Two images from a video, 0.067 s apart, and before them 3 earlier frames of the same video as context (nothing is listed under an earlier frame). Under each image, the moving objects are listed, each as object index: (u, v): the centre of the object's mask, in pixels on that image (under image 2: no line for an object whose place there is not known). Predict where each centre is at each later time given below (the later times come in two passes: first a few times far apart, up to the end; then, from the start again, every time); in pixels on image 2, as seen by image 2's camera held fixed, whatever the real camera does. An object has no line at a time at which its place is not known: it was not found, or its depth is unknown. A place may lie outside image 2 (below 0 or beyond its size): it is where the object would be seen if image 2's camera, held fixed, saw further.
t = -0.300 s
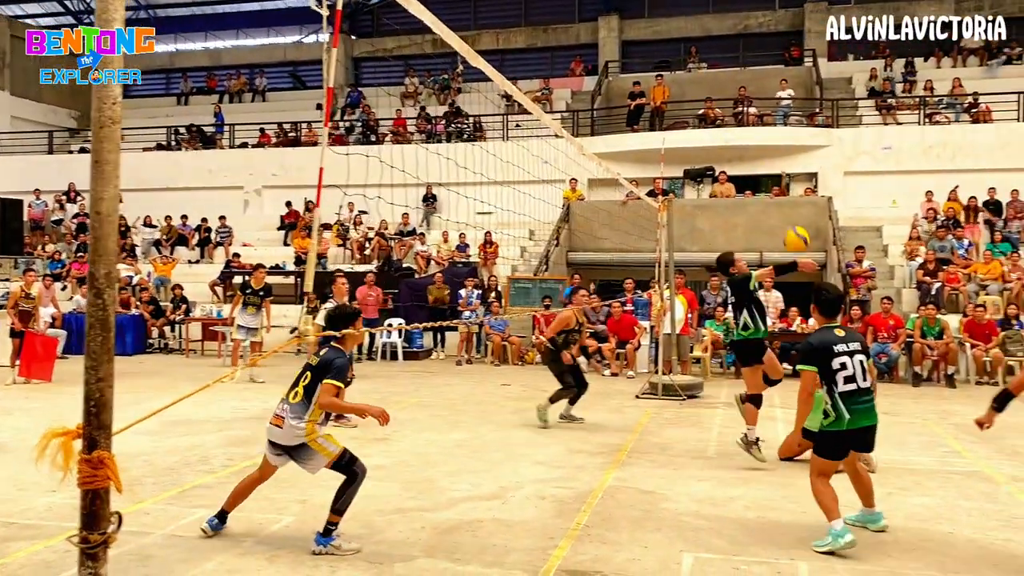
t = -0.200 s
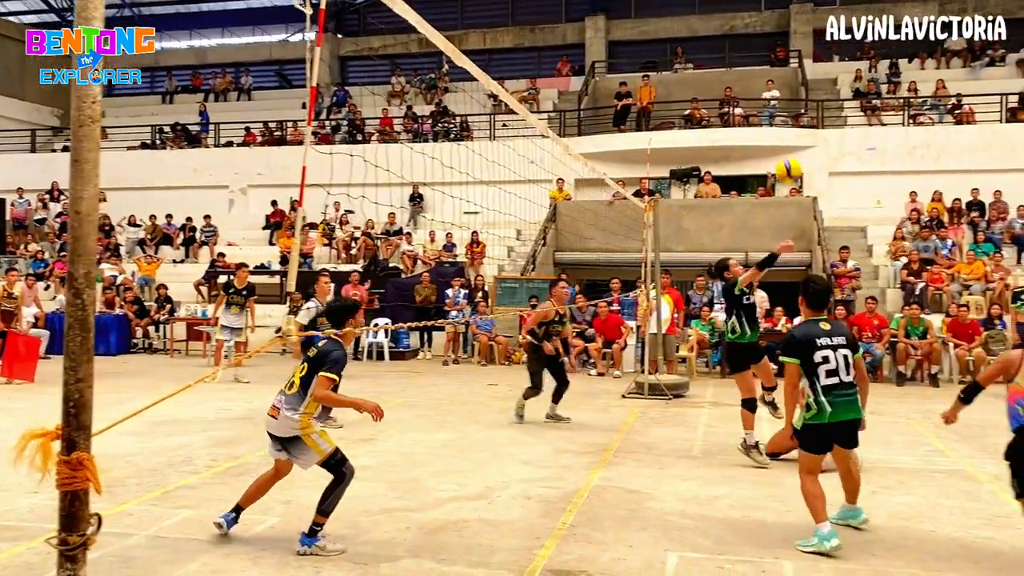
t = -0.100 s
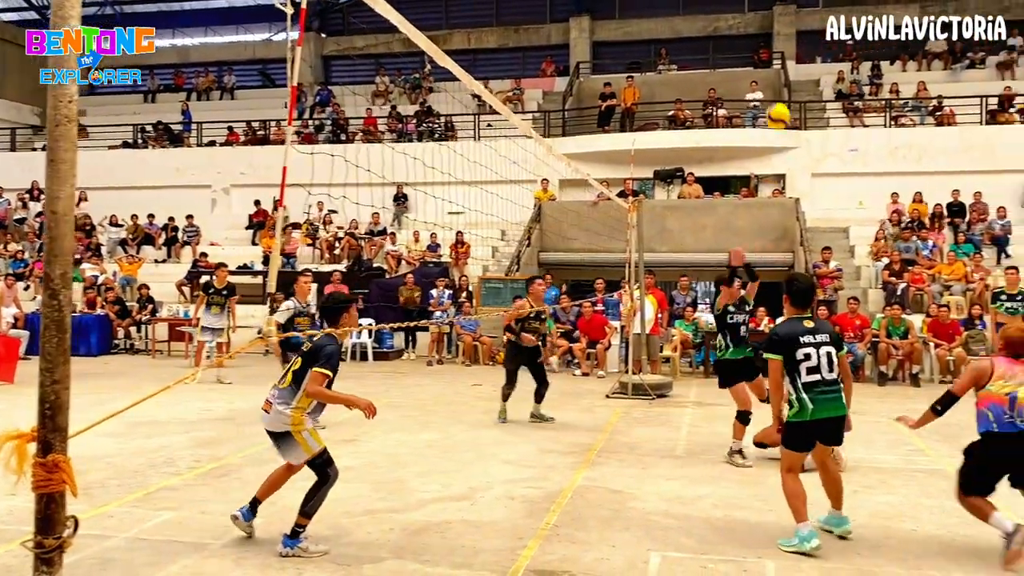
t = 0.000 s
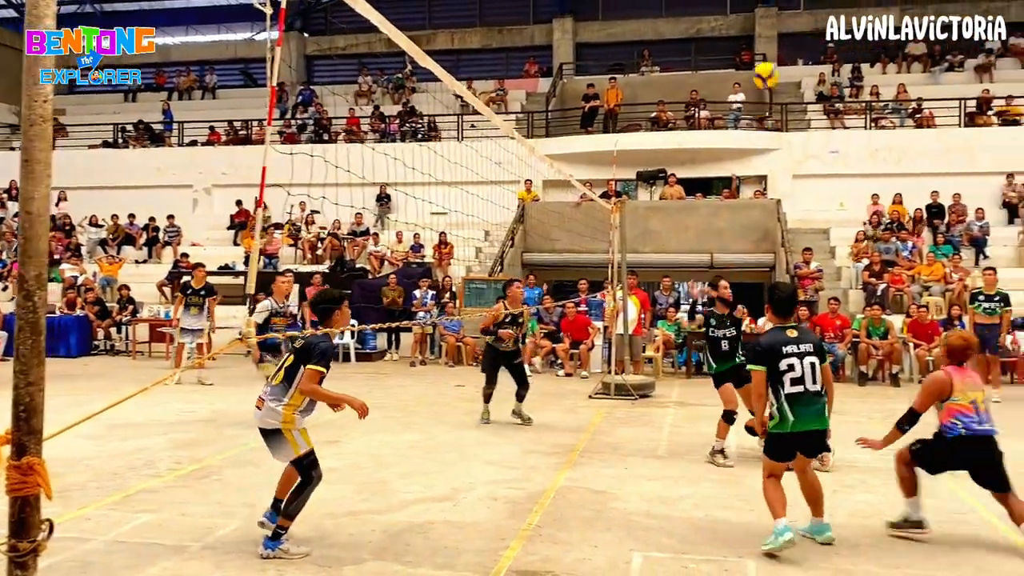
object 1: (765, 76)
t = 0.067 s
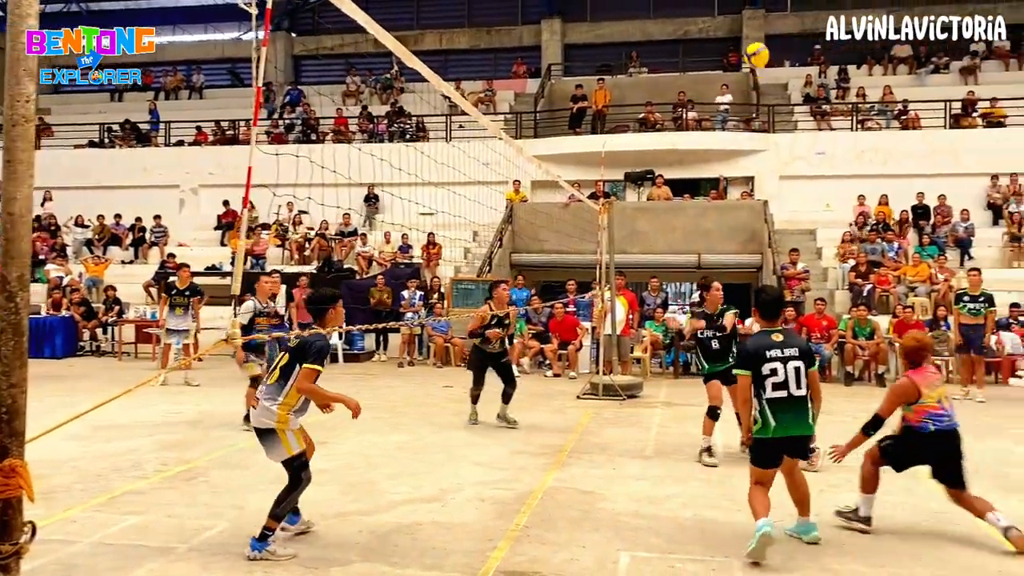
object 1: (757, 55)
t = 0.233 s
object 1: (765, 25)
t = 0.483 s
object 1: (776, 36)
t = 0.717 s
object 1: (787, 104)
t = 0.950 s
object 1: (794, 223)
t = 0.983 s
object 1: (798, 242)
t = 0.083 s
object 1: (758, 51)
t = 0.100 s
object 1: (758, 47)
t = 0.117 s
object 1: (759, 43)
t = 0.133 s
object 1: (760, 39)
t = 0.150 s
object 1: (761, 36)
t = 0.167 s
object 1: (761, 33)
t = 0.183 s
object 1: (762, 30)
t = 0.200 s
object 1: (763, 28)
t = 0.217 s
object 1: (764, 26)
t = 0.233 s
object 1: (765, 25)
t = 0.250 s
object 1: (766, 23)
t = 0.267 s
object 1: (766, 22)
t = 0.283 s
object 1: (767, 21)
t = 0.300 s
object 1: (768, 21)
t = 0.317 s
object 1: (769, 21)
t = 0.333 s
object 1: (770, 21)
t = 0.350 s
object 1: (771, 21)
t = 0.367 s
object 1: (772, 22)
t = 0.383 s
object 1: (772, 24)
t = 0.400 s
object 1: (773, 24)
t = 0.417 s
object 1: (773, 26)
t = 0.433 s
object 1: (774, 28)
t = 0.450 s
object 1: (775, 30)
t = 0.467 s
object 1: (775, 33)
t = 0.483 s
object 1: (776, 36)
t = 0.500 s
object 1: (777, 39)
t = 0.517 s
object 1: (778, 42)
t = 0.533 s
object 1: (778, 46)
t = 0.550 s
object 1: (778, 50)
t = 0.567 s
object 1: (779, 55)
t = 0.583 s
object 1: (780, 59)
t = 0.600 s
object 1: (781, 63)
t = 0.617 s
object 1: (781, 67)
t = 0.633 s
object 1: (782, 73)
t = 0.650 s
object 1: (782, 79)
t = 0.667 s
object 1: (784, 85)
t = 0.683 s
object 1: (785, 92)
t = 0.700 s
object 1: (786, 97)
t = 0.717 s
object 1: (787, 104)
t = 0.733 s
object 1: (787, 111)
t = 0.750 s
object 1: (788, 118)
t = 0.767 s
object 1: (788, 125)
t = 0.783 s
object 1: (789, 132)
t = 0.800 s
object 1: (788, 141)
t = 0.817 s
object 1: (789, 151)
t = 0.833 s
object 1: (790, 158)
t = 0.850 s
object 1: (790, 167)
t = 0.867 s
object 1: (791, 175)
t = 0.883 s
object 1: (791, 184)
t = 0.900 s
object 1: (792, 193)
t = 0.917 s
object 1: (793, 202)
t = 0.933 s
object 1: (794, 212)
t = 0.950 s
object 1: (794, 223)
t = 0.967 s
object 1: (795, 233)
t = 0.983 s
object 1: (798, 242)
